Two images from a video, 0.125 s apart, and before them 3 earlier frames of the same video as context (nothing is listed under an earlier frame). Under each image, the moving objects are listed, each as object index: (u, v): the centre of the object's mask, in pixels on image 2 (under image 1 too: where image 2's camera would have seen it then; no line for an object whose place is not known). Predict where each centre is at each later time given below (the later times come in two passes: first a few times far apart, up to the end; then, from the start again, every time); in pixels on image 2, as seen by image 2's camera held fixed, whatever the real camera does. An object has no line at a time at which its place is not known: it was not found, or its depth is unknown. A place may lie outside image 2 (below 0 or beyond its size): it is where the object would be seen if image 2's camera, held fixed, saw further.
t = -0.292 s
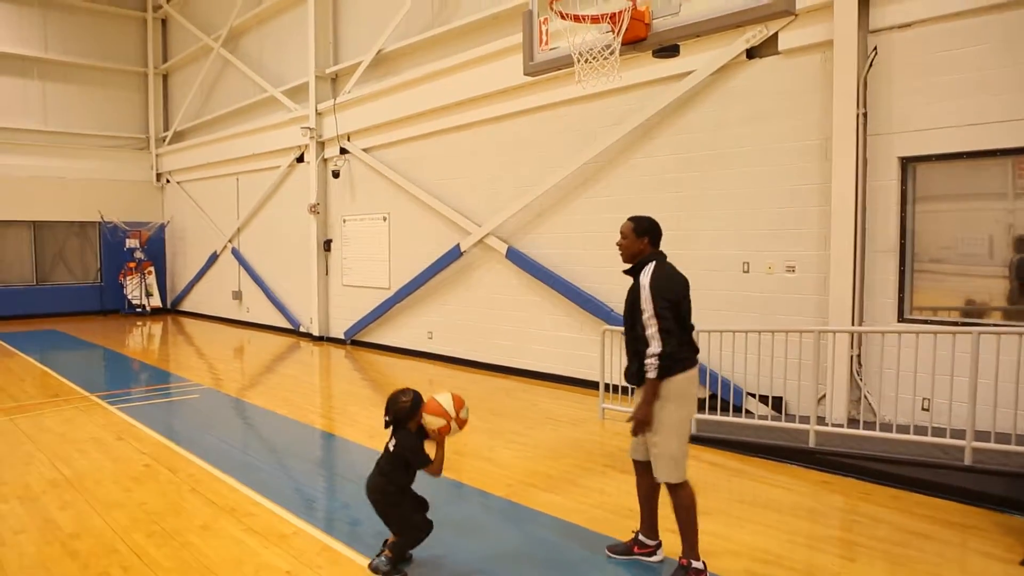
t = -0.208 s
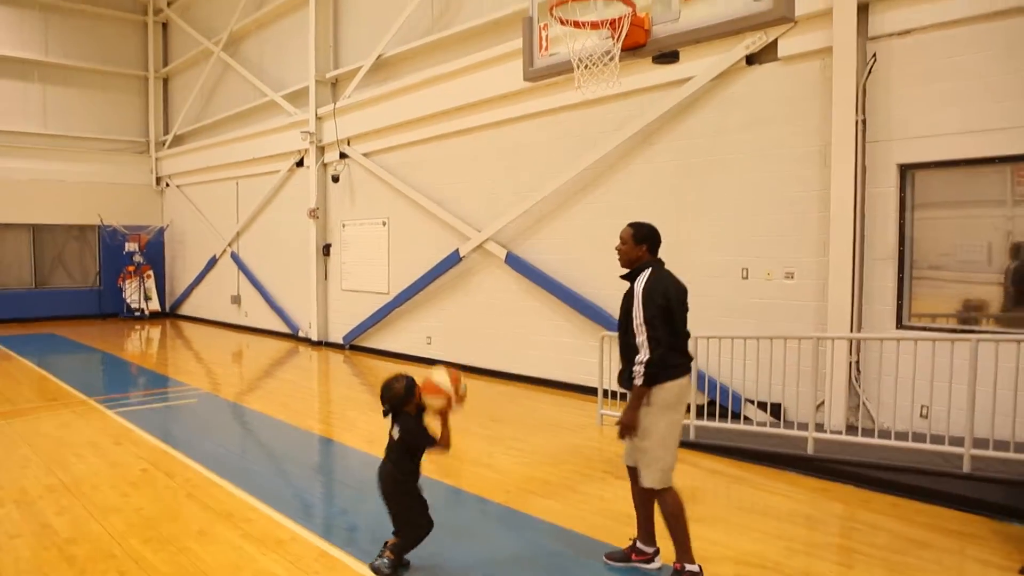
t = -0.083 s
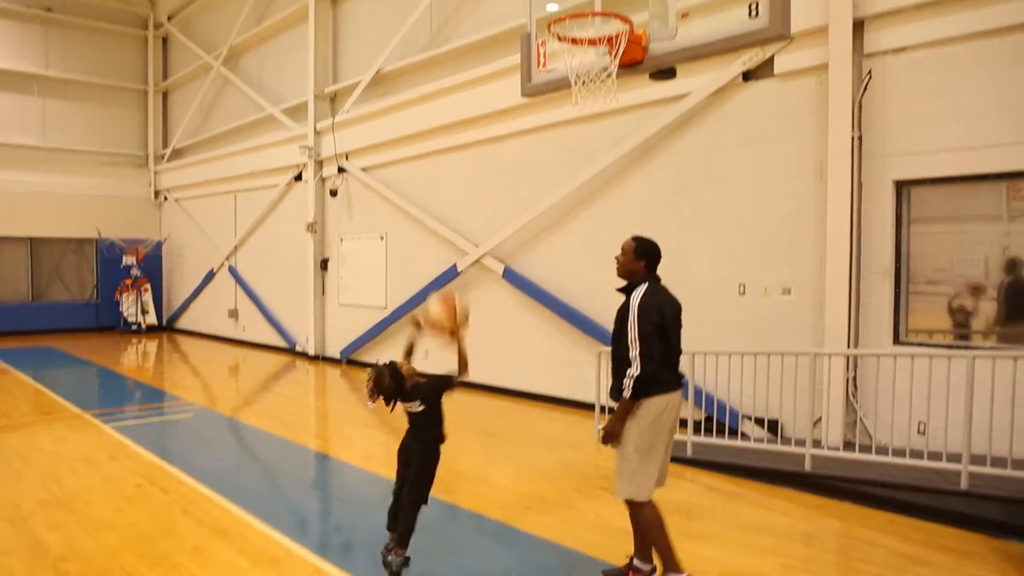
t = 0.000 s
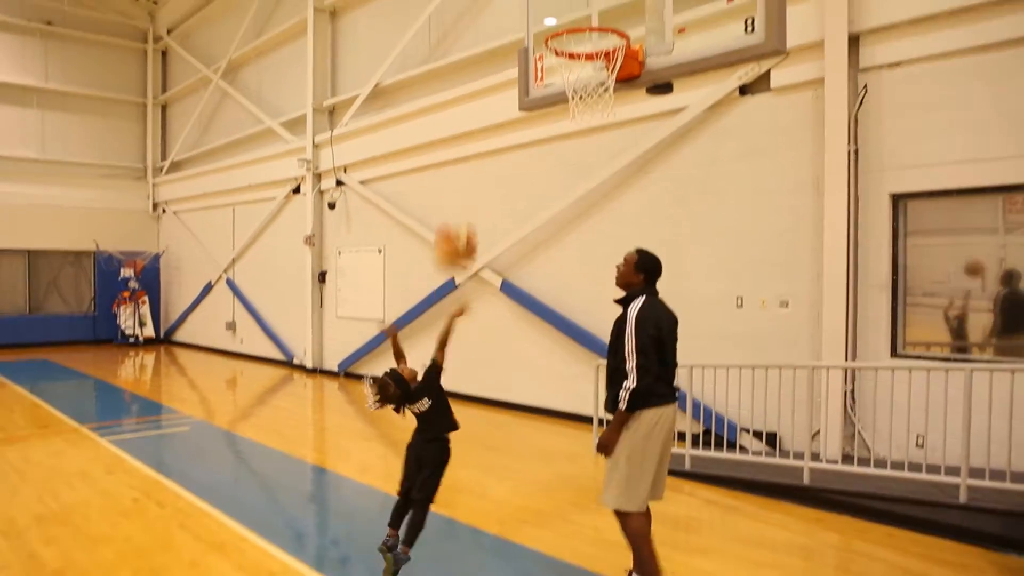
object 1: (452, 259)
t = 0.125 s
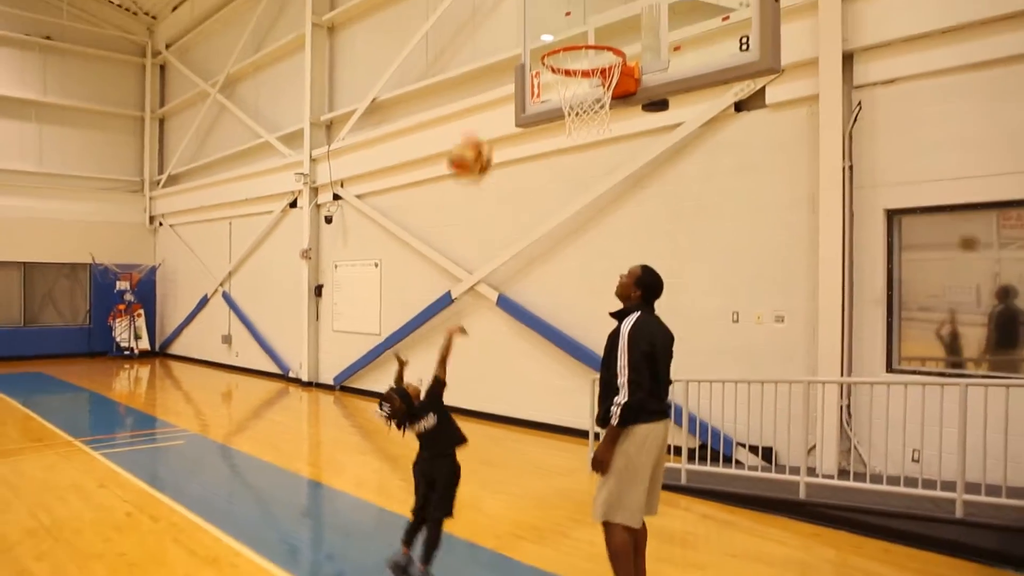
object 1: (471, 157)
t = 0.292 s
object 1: (493, 68)
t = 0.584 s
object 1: (531, 38)
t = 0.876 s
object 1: (504, 135)
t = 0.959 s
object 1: (493, 197)
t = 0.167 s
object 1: (476, 130)
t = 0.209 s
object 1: (481, 105)
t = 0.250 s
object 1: (488, 85)
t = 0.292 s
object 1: (493, 68)
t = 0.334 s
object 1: (499, 56)
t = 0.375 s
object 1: (504, 45)
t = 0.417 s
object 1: (510, 38)
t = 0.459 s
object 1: (515, 33)
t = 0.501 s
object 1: (521, 32)
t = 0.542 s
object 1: (525, 33)
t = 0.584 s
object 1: (531, 38)
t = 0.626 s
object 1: (535, 45)
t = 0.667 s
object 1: (531, 52)
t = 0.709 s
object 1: (525, 62)
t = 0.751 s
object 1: (522, 75)
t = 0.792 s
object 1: (514, 90)
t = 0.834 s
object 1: (510, 112)
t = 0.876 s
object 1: (504, 135)
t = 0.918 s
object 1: (499, 164)
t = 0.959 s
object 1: (493, 197)
